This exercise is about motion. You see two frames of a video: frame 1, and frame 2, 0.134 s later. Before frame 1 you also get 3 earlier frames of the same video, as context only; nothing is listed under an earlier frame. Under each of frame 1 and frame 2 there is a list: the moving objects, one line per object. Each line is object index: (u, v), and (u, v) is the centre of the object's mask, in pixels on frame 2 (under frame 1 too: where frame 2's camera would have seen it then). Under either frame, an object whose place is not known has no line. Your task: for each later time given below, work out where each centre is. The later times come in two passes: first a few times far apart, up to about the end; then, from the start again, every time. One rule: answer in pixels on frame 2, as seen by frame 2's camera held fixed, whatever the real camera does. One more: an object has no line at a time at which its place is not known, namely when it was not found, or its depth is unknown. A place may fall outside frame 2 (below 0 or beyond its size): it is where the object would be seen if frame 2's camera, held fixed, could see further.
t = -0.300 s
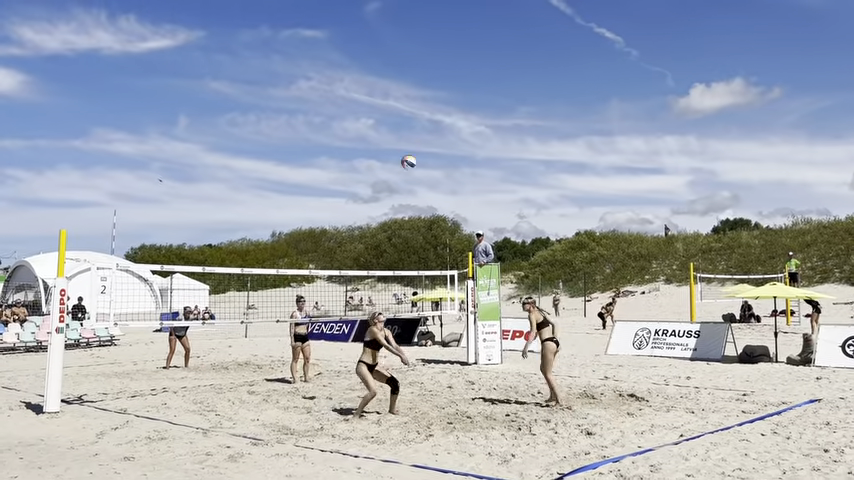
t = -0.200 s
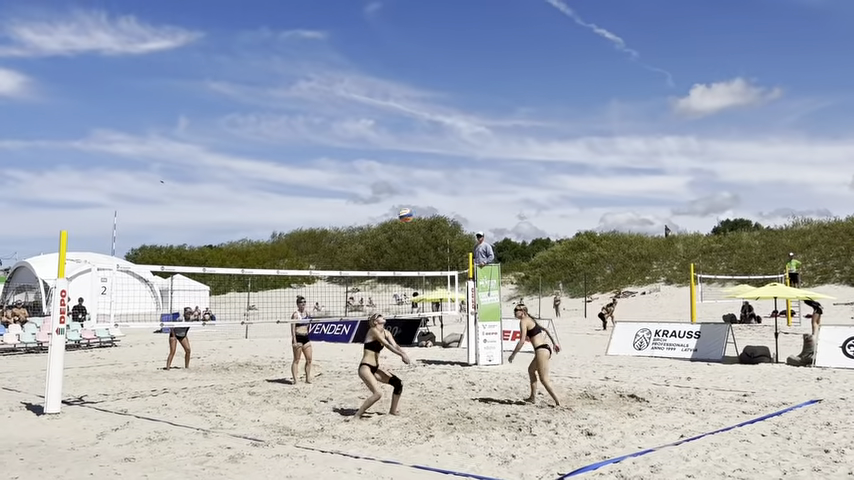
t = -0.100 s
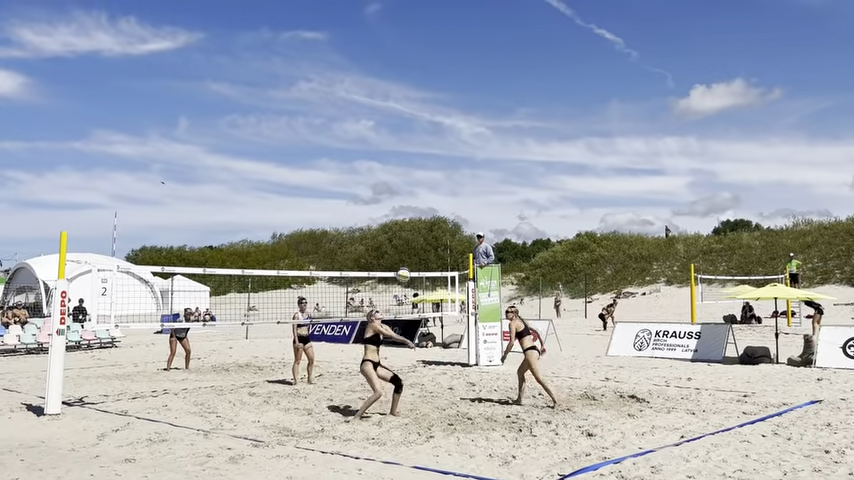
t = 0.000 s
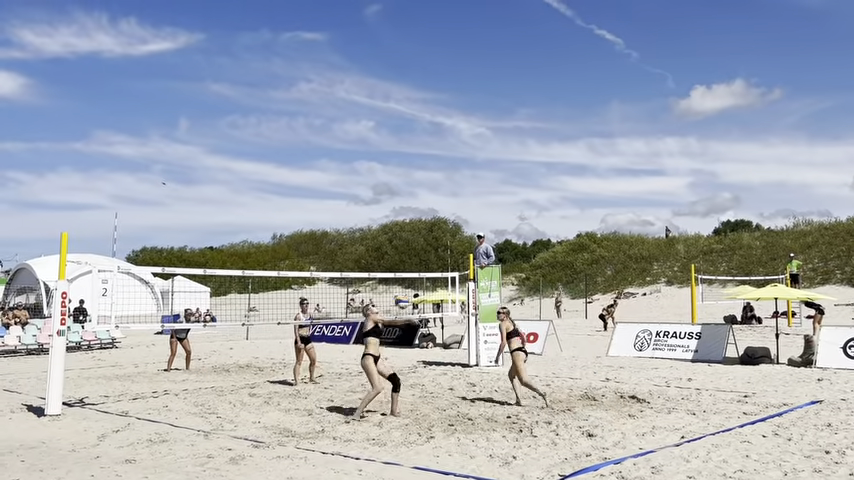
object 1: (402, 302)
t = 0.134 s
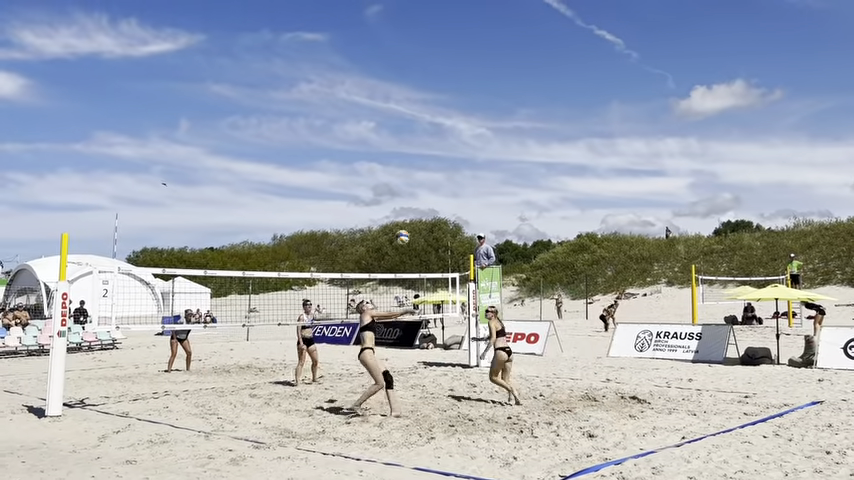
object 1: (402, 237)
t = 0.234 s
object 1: (402, 198)
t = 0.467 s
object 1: (404, 137)
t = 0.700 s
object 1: (408, 115)
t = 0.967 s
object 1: (411, 127)
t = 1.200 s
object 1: (415, 168)
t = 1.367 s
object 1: (419, 212)
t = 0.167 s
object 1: (402, 223)
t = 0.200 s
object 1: (402, 210)
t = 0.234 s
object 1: (402, 198)
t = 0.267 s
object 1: (402, 187)
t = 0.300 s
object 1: (403, 177)
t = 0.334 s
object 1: (403, 167)
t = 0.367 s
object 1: (403, 158)
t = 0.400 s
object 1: (404, 151)
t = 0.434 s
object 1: (404, 143)
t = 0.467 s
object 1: (404, 137)
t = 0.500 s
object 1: (405, 132)
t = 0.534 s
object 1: (405, 127)
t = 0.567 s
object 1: (406, 123)
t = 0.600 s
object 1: (406, 120)
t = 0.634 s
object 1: (407, 118)
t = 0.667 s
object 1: (407, 116)
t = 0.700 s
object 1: (408, 115)
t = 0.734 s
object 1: (408, 114)
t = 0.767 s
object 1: (408, 114)
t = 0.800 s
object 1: (409, 115)
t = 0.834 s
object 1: (409, 117)
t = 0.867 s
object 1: (410, 119)
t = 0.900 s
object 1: (410, 121)
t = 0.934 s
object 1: (411, 124)
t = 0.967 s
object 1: (411, 127)
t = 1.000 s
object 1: (412, 132)
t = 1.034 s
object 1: (412, 136)
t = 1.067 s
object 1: (413, 142)
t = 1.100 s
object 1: (414, 148)
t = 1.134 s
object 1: (414, 154)
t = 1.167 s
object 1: (415, 161)
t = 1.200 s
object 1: (415, 168)
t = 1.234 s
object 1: (416, 176)
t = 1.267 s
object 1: (416, 185)
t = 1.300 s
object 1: (417, 194)
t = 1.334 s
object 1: (418, 203)
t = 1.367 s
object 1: (419, 212)
